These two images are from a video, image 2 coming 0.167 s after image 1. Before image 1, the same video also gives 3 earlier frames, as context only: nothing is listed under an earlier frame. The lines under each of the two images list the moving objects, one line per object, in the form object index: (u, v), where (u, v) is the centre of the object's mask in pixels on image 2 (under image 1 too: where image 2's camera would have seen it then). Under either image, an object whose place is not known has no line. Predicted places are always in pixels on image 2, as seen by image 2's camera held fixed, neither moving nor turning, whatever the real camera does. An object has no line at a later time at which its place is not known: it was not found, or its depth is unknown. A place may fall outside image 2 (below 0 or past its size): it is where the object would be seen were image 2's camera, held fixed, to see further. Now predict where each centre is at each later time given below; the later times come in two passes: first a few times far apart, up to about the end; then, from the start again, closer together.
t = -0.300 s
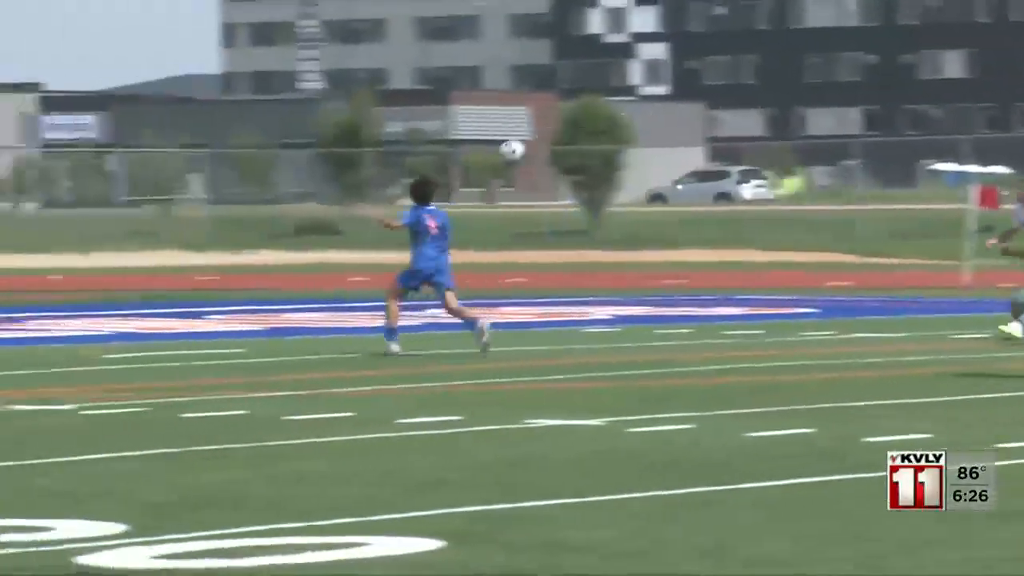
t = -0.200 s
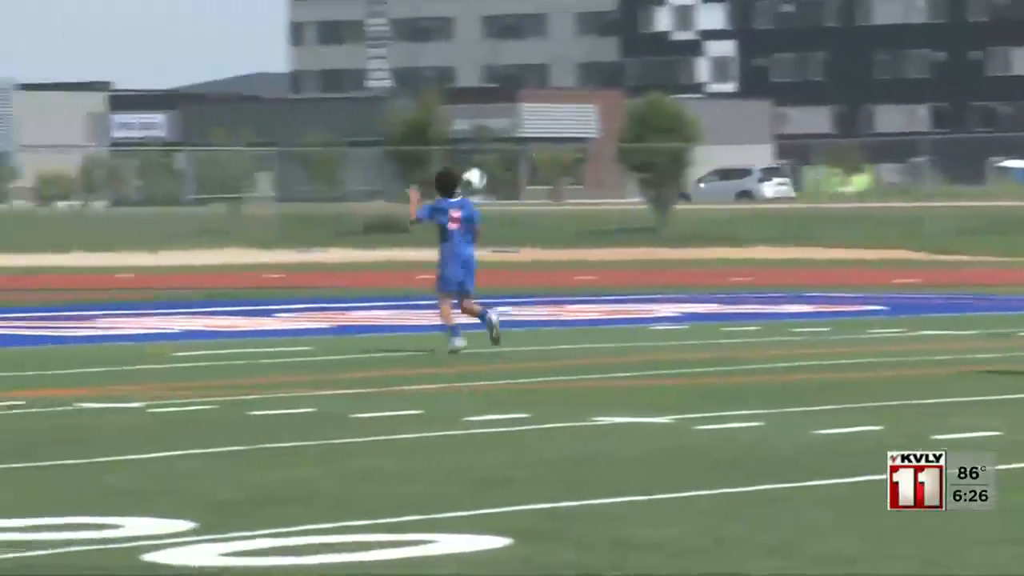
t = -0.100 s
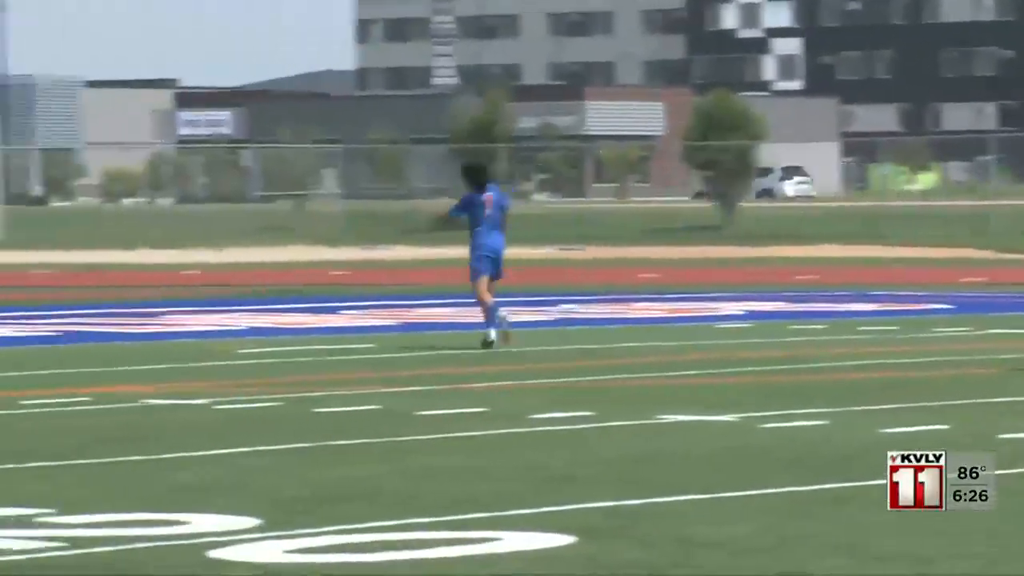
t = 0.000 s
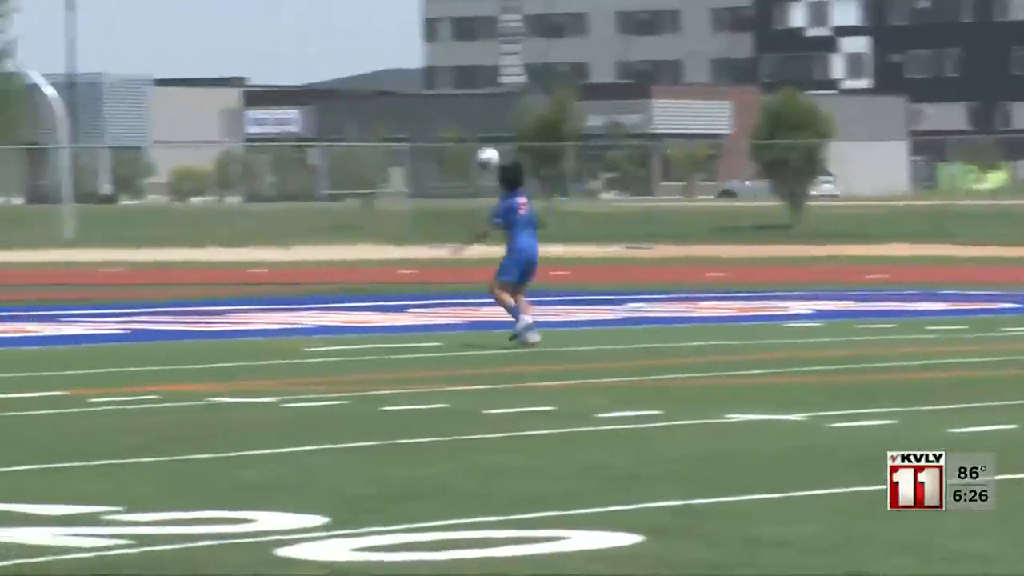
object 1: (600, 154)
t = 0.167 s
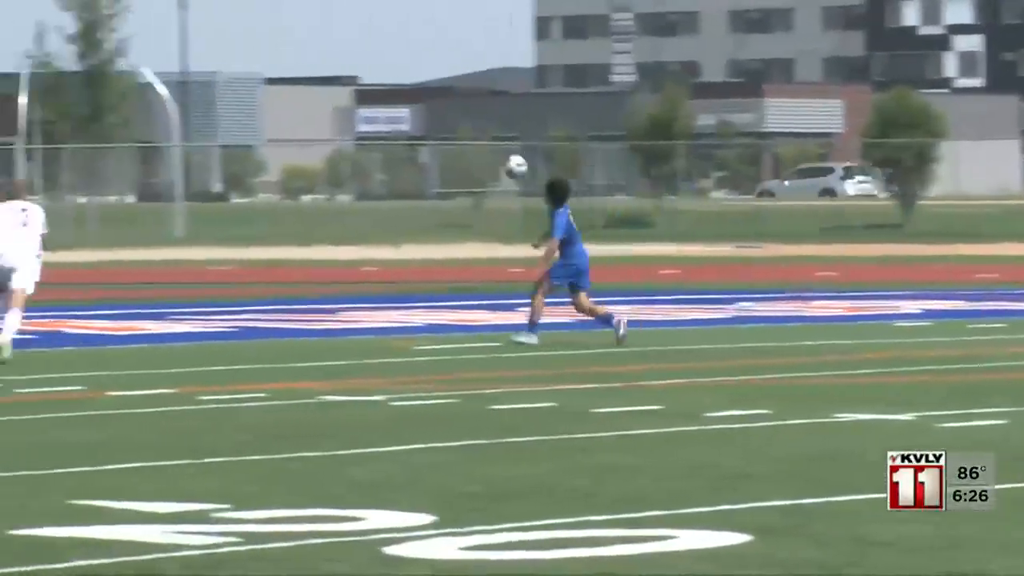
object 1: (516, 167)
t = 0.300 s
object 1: (453, 198)
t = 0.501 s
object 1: (365, 273)
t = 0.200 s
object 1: (499, 173)
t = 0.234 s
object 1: (481, 180)
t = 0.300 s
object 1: (453, 198)
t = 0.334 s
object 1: (438, 206)
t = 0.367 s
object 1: (425, 218)
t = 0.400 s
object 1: (409, 228)
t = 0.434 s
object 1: (394, 243)
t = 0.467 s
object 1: (380, 255)
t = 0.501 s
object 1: (365, 273)
